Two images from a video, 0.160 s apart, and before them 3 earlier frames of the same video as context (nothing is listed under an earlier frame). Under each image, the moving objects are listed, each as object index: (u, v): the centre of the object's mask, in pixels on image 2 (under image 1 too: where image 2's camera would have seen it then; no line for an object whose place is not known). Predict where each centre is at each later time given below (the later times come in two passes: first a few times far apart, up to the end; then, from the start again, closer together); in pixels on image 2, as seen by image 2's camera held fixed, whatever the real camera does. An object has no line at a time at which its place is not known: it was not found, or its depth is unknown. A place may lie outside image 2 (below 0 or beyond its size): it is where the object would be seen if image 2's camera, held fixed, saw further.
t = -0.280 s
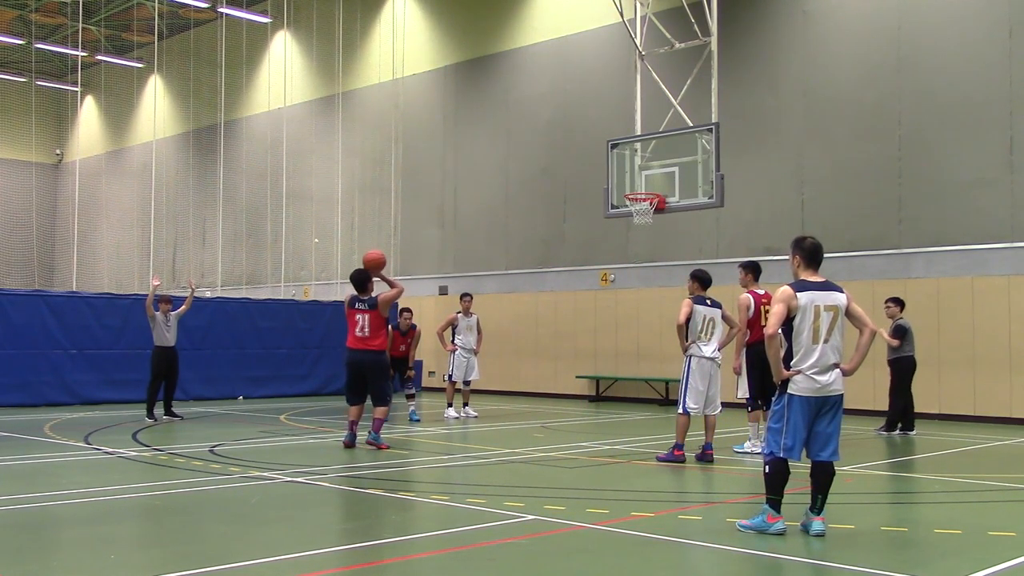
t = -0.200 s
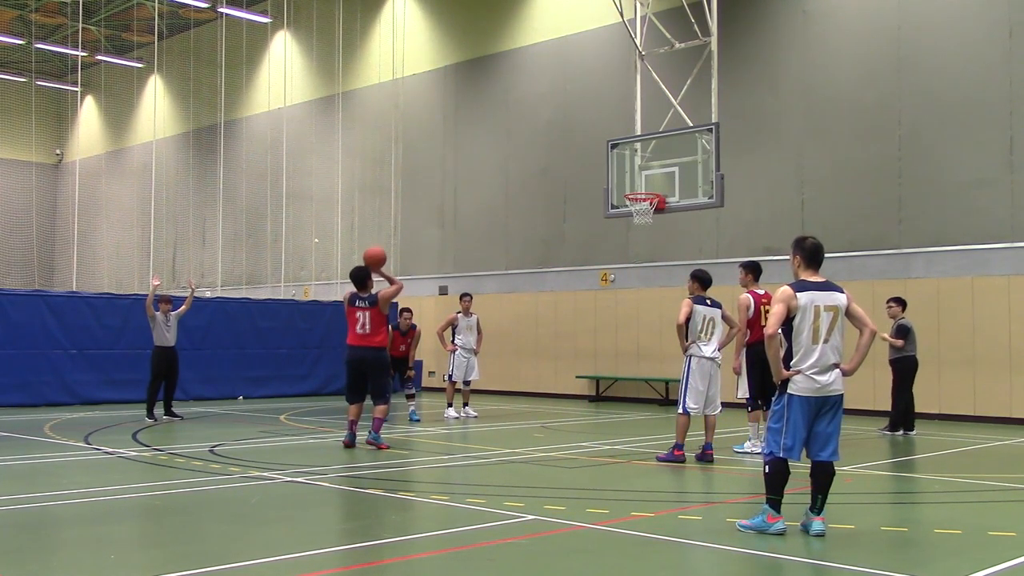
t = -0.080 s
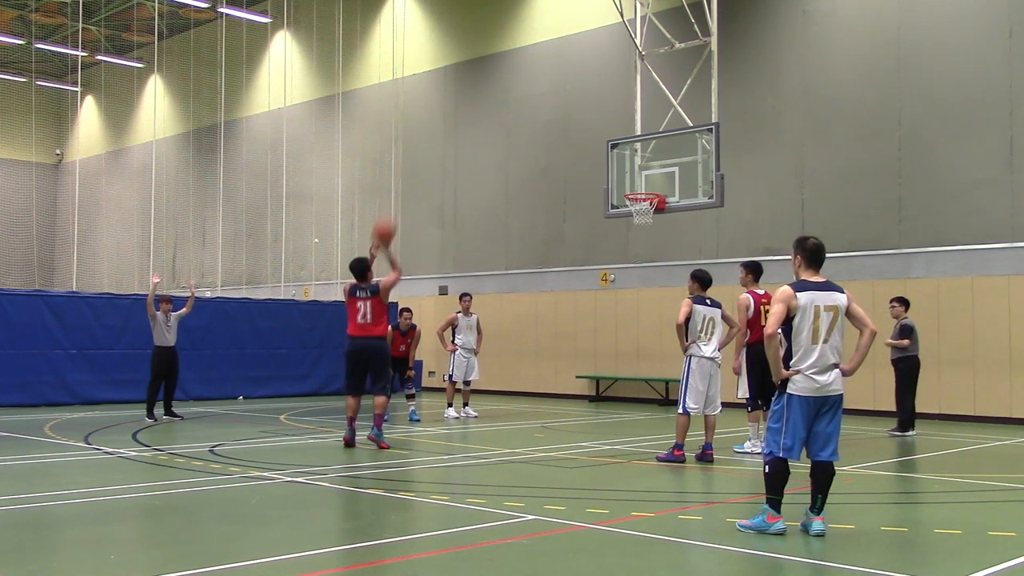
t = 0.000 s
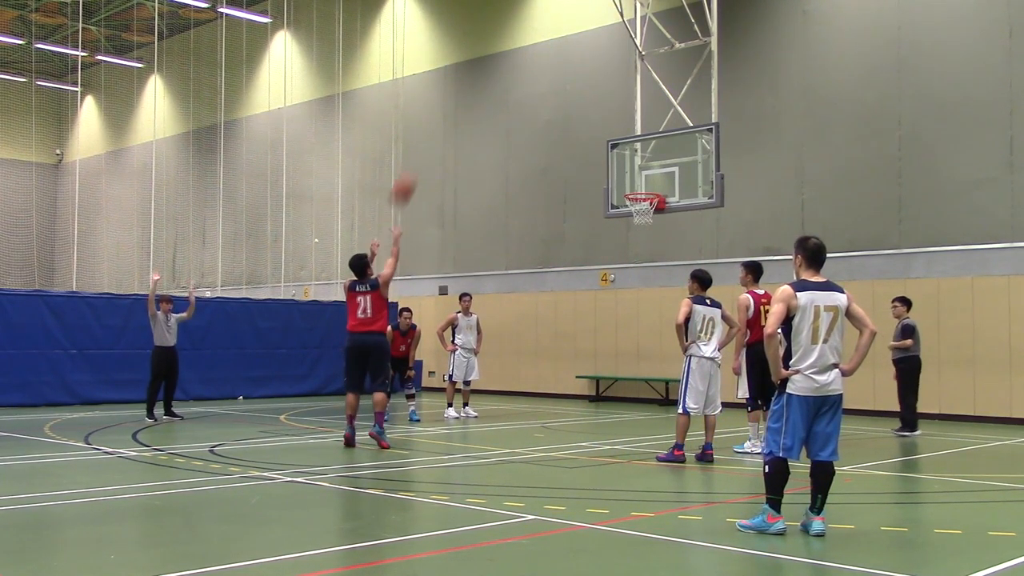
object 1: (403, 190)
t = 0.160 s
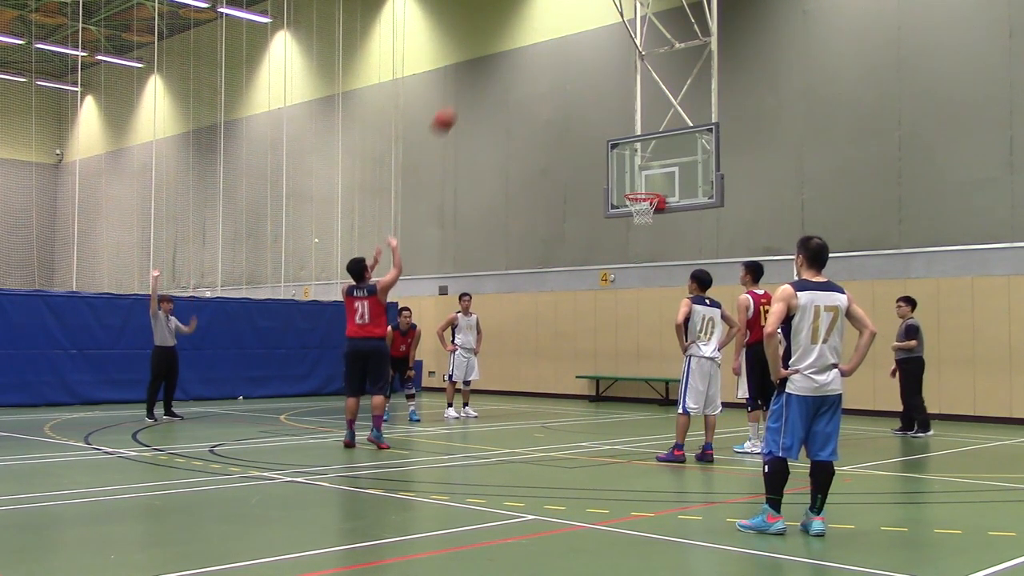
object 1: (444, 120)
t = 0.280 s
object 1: (472, 85)
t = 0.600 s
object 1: (538, 56)
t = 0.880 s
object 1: (588, 94)
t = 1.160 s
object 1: (634, 183)
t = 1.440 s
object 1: (661, 259)
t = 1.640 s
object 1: (673, 344)
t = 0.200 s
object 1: (453, 107)
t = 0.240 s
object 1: (463, 95)
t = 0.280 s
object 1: (472, 85)
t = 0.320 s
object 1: (481, 76)
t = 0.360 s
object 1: (489, 69)
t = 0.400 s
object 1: (497, 64)
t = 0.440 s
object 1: (505, 60)
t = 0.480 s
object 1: (514, 57)
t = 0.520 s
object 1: (522, 56)
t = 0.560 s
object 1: (529, 55)
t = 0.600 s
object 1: (538, 56)
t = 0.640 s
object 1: (545, 58)
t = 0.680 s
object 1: (553, 61)
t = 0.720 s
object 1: (560, 65)
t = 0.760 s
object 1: (567, 71)
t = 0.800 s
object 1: (574, 77)
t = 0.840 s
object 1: (582, 85)
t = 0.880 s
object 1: (588, 94)
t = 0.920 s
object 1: (595, 104)
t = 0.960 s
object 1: (602, 115)
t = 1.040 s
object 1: (615, 138)
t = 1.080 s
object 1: (622, 153)
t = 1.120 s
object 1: (628, 169)
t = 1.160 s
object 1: (634, 183)
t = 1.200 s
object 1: (640, 198)
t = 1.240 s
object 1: (646, 206)
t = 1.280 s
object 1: (649, 218)
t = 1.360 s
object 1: (655, 235)
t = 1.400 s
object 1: (658, 246)
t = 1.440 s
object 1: (661, 259)
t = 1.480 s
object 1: (664, 274)
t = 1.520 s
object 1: (667, 289)
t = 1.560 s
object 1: (670, 305)
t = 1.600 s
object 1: (670, 323)
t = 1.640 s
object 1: (673, 344)
